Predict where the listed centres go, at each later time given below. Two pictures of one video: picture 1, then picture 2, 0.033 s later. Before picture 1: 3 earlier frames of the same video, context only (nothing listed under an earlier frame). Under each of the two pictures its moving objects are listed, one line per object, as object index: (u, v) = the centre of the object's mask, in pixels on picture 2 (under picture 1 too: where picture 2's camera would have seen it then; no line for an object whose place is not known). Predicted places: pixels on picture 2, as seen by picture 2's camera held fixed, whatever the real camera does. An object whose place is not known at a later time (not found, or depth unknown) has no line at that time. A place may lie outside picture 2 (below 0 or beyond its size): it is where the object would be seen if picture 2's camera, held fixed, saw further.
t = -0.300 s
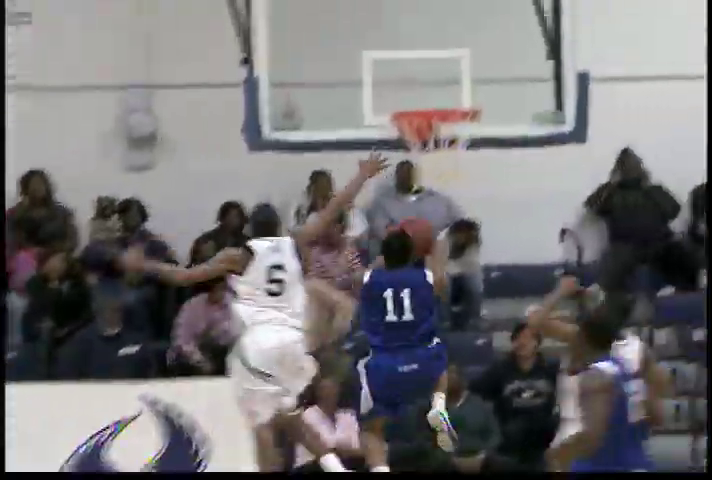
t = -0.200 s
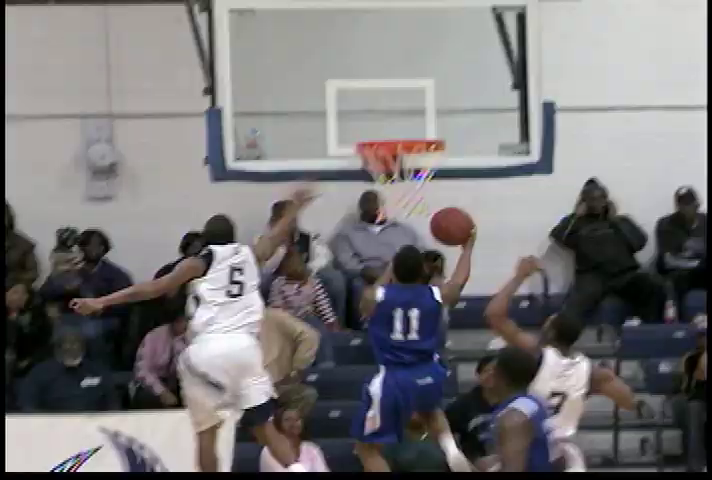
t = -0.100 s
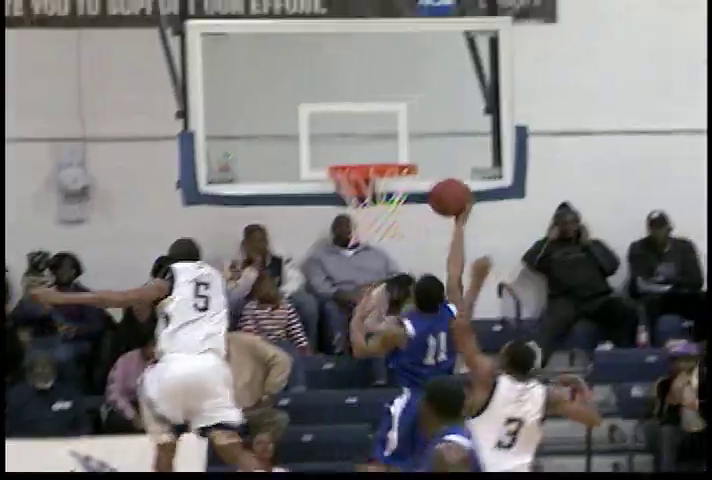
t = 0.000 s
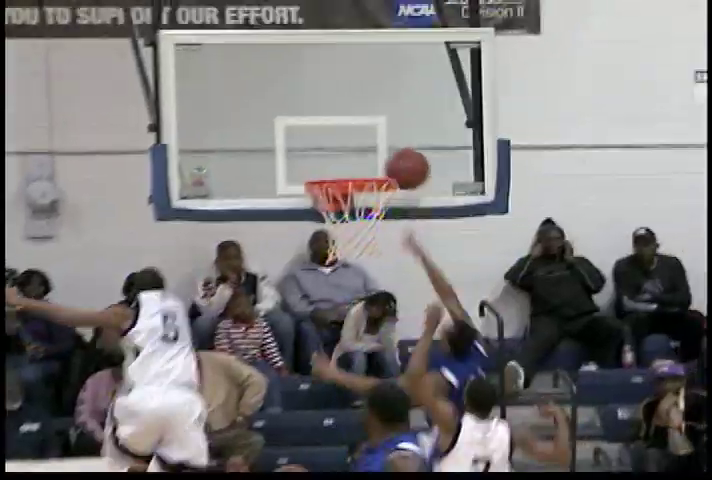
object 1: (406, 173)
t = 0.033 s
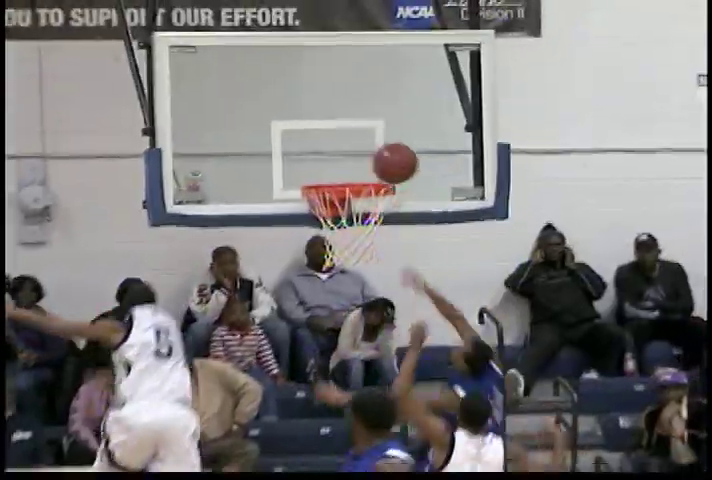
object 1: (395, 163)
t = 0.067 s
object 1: (385, 154)
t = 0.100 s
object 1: (378, 148)
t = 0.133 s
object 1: (371, 144)
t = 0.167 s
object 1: (365, 142)
